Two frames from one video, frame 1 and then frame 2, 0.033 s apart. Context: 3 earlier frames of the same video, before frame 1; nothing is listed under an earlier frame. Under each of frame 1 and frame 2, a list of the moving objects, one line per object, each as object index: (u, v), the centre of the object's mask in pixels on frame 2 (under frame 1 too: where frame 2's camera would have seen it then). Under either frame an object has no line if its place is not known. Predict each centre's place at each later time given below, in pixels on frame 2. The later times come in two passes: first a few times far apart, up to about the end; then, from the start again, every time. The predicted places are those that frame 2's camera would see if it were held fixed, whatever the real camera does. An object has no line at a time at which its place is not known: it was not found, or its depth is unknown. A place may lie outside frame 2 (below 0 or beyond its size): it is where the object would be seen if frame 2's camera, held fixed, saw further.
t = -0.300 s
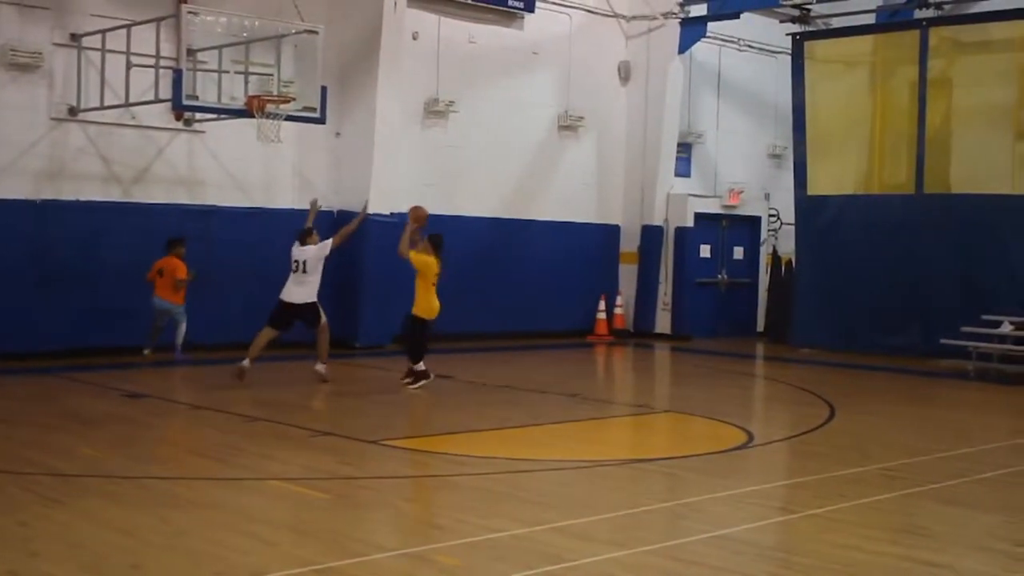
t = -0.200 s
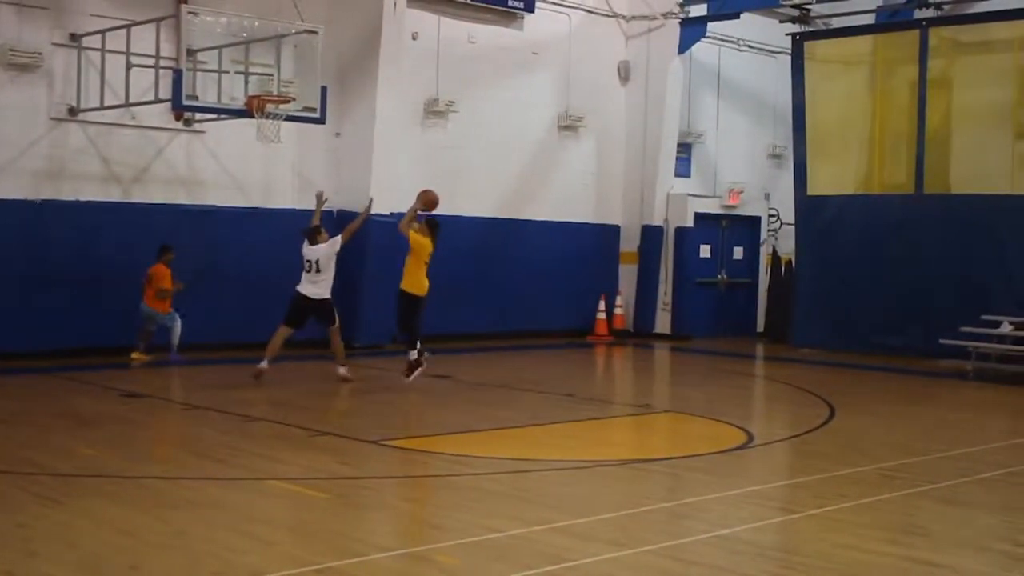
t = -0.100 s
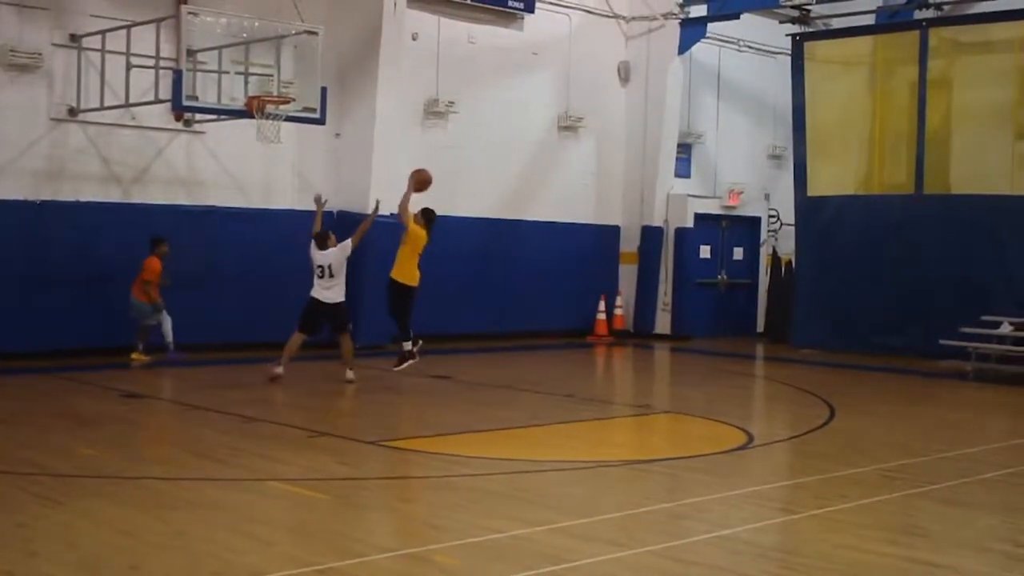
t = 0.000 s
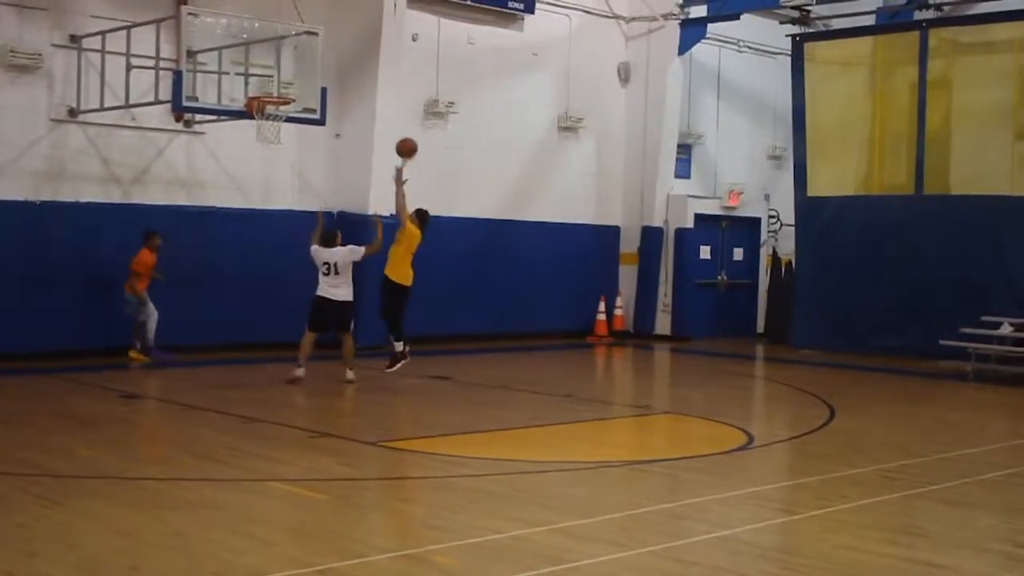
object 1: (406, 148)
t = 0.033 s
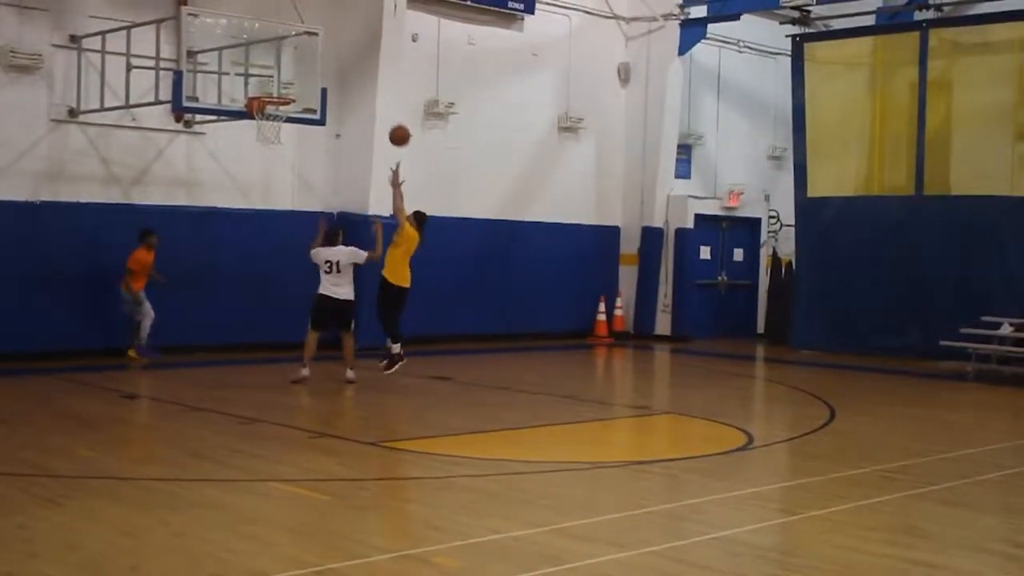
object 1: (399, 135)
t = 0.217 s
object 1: (362, 85)
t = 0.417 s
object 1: (321, 66)
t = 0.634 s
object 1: (277, 86)
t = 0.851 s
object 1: (275, 107)
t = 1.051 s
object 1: (274, 134)
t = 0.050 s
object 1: (396, 129)
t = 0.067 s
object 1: (393, 124)
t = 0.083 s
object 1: (389, 118)
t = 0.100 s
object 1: (386, 113)
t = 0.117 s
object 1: (382, 108)
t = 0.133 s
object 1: (379, 104)
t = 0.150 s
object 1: (376, 99)
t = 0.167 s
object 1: (372, 96)
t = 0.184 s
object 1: (369, 92)
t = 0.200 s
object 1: (366, 88)
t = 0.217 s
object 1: (362, 85)
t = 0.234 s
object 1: (358, 82)
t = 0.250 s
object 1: (355, 80)
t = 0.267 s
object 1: (351, 77)
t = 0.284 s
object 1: (348, 75)
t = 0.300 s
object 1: (345, 73)
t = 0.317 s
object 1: (341, 71)
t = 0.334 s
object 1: (338, 70)
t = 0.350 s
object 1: (334, 69)
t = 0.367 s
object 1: (331, 67)
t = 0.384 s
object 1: (328, 67)
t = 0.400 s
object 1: (325, 66)
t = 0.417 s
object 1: (321, 66)
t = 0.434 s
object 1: (318, 66)
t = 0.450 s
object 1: (314, 66)
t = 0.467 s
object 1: (311, 67)
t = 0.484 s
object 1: (308, 68)
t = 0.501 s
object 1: (304, 69)
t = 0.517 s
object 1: (301, 70)
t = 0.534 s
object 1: (297, 71)
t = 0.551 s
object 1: (294, 73)
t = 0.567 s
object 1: (291, 75)
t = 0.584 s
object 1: (287, 78)
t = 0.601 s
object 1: (283, 81)
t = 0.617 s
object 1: (280, 83)
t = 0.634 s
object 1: (277, 86)
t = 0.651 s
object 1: (273, 89)
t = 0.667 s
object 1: (270, 93)
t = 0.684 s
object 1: (269, 96)
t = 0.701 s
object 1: (269, 96)
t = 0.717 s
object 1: (270, 97)
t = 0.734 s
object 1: (271, 98)
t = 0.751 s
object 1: (273, 98)
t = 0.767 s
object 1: (275, 100)
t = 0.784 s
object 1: (276, 101)
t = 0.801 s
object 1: (276, 103)
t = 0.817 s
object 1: (276, 105)
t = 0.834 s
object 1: (276, 107)
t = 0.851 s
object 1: (275, 107)
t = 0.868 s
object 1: (276, 109)
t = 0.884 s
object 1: (276, 114)
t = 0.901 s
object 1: (275, 114)
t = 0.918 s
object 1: (276, 120)
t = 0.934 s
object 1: (277, 123)
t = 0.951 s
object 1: (276, 126)
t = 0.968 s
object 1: (276, 126)
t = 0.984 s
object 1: (276, 127)
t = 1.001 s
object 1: (276, 127)
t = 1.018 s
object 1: (275, 130)
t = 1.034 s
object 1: (275, 132)
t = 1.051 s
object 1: (274, 134)
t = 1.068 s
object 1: (274, 136)
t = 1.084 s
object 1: (273, 138)
